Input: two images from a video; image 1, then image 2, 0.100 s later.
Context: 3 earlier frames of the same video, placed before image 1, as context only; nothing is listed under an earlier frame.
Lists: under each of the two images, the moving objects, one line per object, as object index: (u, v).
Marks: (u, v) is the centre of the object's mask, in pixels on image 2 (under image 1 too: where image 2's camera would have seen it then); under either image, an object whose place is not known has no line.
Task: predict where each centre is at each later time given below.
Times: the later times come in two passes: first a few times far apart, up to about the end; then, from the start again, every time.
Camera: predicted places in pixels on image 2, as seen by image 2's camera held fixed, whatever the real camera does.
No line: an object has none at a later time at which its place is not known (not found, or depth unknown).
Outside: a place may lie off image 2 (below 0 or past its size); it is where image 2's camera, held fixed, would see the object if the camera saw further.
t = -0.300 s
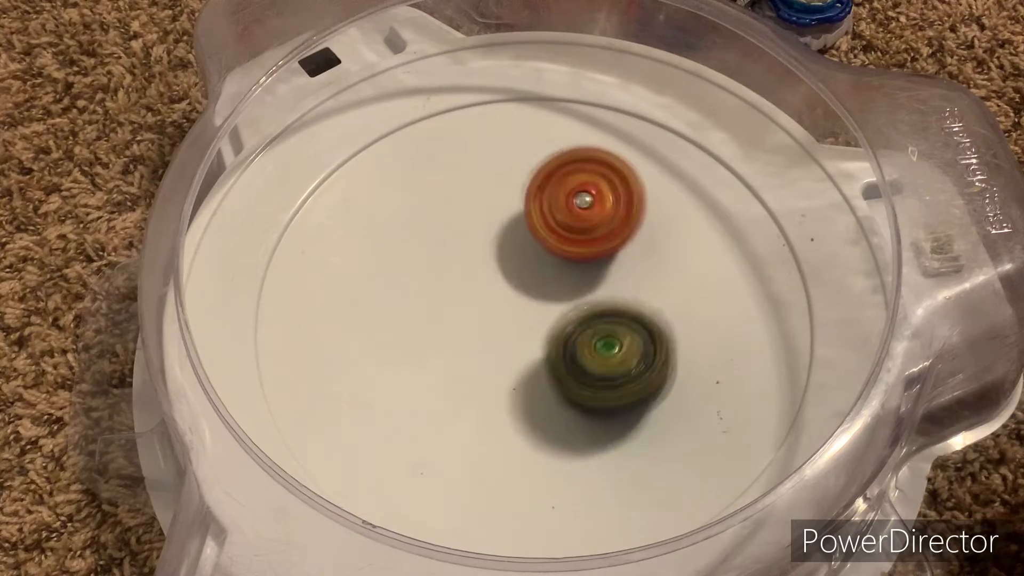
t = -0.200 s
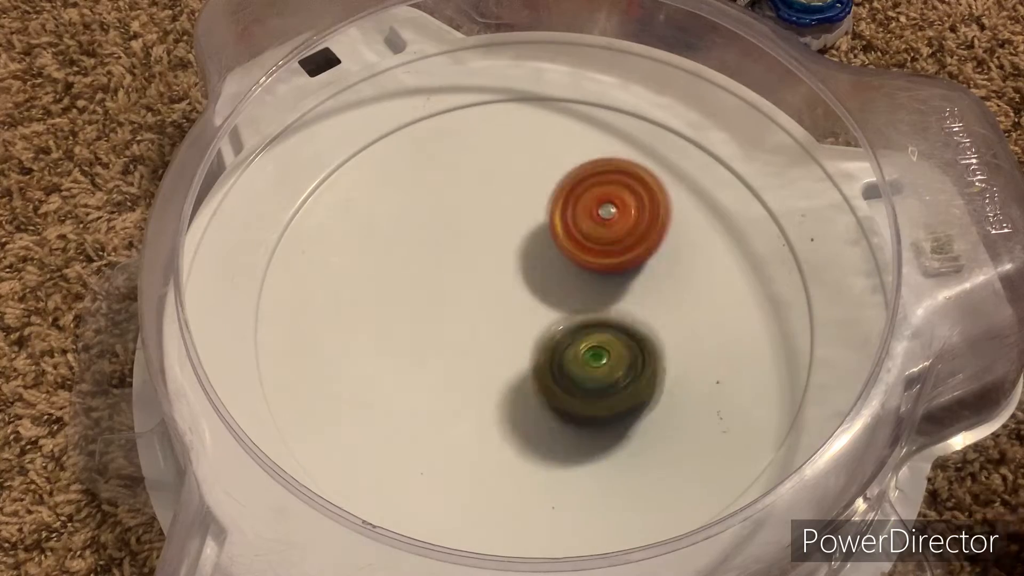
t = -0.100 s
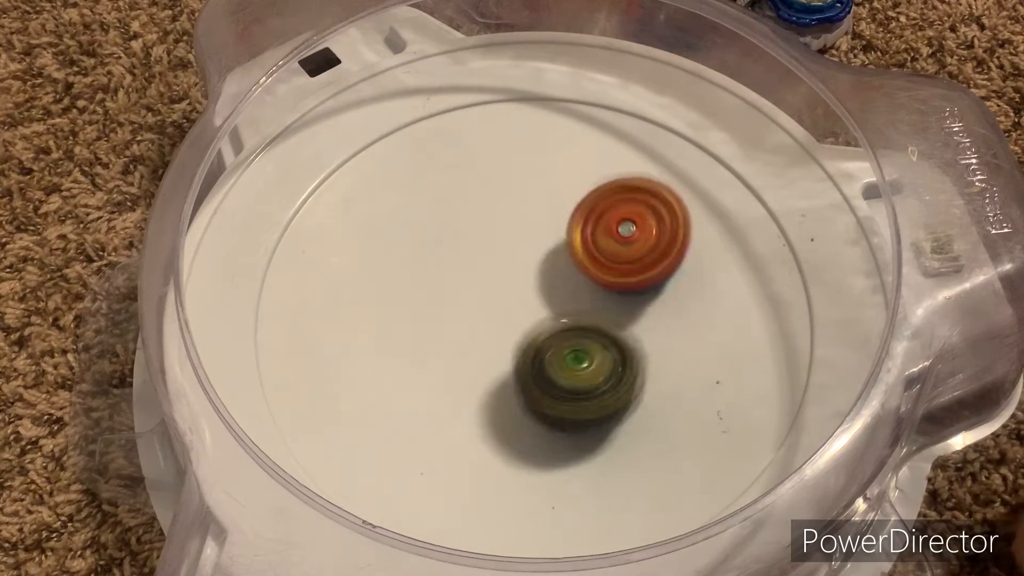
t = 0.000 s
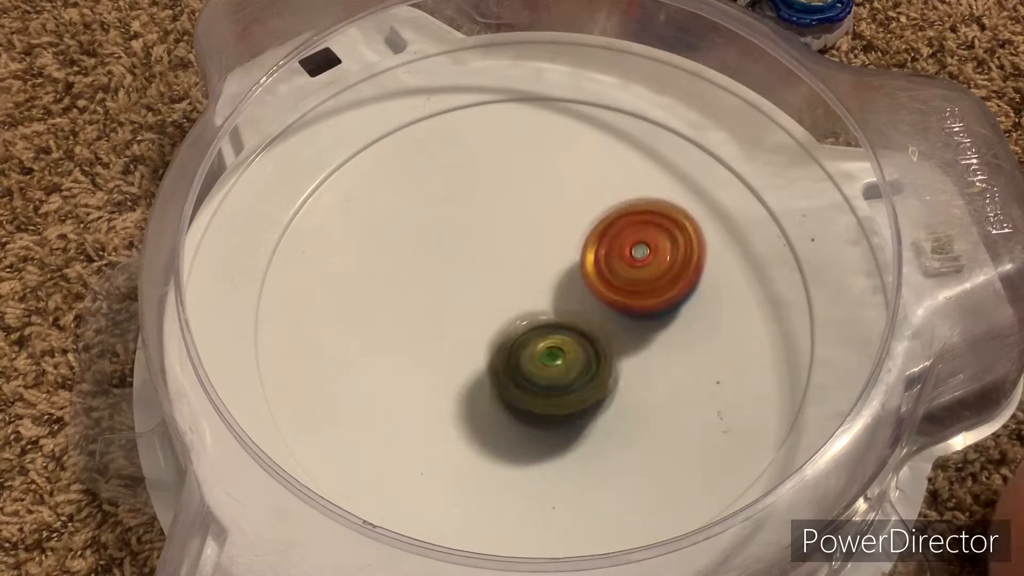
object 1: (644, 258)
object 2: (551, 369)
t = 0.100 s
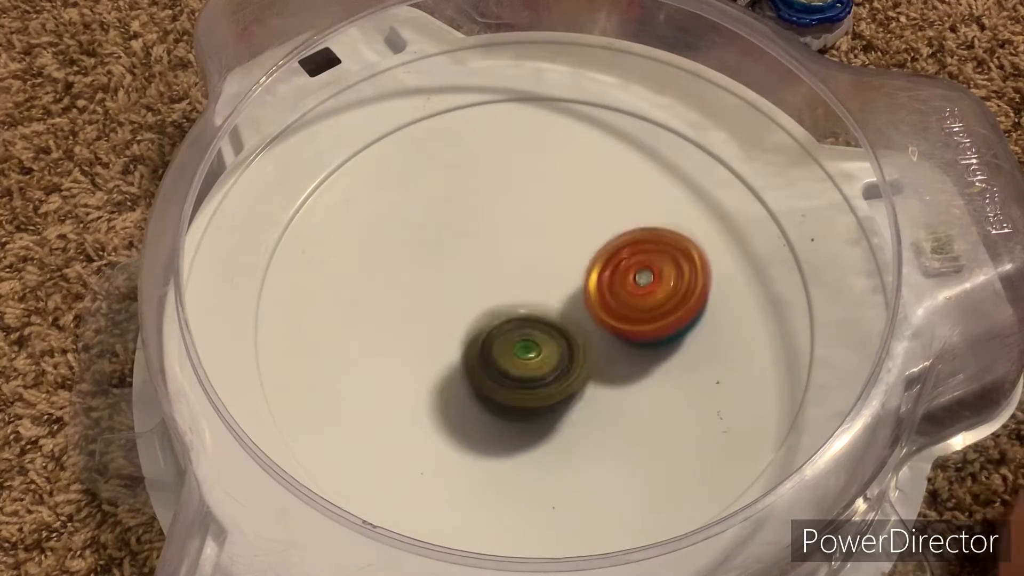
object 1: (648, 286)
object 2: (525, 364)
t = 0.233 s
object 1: (644, 325)
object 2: (493, 345)
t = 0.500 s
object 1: (589, 385)
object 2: (451, 300)
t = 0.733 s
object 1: (510, 393)
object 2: (456, 267)
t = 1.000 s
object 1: (438, 349)
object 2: (508, 243)
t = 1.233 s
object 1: (425, 288)
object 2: (564, 245)
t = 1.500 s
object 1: (471, 230)
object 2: (613, 270)
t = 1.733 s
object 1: (538, 213)
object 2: (619, 308)
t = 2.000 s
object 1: (615, 233)
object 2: (586, 356)
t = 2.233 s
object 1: (650, 284)
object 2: (530, 377)
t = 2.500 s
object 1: (627, 352)
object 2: (473, 353)
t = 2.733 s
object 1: (566, 389)
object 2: (443, 295)
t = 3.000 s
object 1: (479, 373)
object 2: (437, 216)
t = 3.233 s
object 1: (438, 315)
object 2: (487, 197)
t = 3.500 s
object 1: (451, 251)
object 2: (590, 221)
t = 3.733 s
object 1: (507, 223)
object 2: (657, 277)
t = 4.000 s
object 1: (587, 240)
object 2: (654, 360)
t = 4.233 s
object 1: (640, 266)
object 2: (559, 413)
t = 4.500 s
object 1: (641, 292)
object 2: (428, 415)
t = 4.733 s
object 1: (586, 320)
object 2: (384, 333)
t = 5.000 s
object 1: (553, 350)
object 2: (442, 239)
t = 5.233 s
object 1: (549, 356)
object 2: (540, 227)
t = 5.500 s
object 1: (482, 350)
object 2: (674, 287)
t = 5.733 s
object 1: (428, 333)
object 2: (722, 333)
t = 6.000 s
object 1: (445, 288)
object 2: (655, 342)
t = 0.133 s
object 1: (648, 296)
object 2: (516, 361)
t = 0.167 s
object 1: (647, 306)
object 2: (506, 356)
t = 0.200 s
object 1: (646, 316)
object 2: (500, 353)
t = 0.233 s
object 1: (644, 325)
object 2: (493, 345)
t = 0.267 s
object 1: (640, 335)
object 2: (484, 343)
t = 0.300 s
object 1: (635, 344)
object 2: (479, 336)
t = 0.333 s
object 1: (629, 353)
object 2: (472, 329)
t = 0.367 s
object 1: (623, 361)
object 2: (465, 326)
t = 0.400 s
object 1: (616, 369)
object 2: (462, 320)
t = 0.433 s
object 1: (608, 376)
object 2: (457, 312)
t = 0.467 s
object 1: (599, 381)
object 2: (453, 307)
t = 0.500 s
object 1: (589, 385)
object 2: (451, 300)
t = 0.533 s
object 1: (578, 389)
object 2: (449, 294)
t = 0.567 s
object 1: (567, 392)
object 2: (448, 291)
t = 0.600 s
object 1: (556, 394)
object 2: (447, 284)
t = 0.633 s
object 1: (544, 395)
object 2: (447, 281)
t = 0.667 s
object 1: (532, 396)
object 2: (450, 274)
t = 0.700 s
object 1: (522, 394)
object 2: (453, 268)
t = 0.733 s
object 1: (510, 393)
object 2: (456, 267)
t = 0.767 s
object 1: (498, 390)
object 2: (461, 261)
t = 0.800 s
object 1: (486, 387)
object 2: (467, 258)
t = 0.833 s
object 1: (475, 383)
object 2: (473, 255)
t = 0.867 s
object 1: (466, 377)
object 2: (479, 253)
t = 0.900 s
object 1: (458, 371)
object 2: (486, 252)
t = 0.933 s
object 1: (450, 365)
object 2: (492, 246)
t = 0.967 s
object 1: (443, 357)
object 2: (500, 245)
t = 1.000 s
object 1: (438, 349)
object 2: (508, 243)
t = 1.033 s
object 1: (432, 341)
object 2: (516, 243)
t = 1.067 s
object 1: (428, 332)
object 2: (524, 244)
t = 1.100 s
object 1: (426, 323)
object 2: (531, 242)
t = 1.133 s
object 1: (423, 314)
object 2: (540, 243)
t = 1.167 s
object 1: (422, 305)
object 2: (548, 244)
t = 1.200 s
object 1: (423, 297)
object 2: (556, 244)
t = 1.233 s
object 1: (425, 288)
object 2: (564, 245)
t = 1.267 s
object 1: (428, 279)
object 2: (571, 247)
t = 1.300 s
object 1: (433, 271)
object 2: (579, 250)
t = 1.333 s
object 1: (437, 263)
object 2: (586, 253)
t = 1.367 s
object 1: (442, 255)
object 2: (592, 254)
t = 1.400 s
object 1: (449, 248)
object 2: (598, 257)
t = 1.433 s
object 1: (456, 241)
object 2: (603, 261)
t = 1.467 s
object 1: (463, 236)
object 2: (609, 267)
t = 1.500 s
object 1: (471, 230)
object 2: (613, 270)
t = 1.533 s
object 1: (480, 226)
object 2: (615, 276)
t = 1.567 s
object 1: (489, 222)
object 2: (617, 279)
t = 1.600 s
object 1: (498, 218)
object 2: (619, 287)
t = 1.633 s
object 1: (507, 215)
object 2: (620, 291)
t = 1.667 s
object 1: (517, 214)
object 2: (621, 297)
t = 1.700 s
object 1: (528, 213)
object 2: (620, 304)
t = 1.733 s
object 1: (538, 213)
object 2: (619, 308)
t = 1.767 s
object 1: (548, 214)
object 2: (617, 314)
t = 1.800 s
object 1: (558, 215)
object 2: (616, 319)
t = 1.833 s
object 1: (569, 217)
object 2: (611, 324)
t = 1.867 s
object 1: (579, 219)
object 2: (608, 328)
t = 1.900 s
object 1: (588, 222)
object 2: (603, 335)
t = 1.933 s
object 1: (597, 225)
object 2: (598, 339)
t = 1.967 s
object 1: (607, 228)
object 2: (591, 348)
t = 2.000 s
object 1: (615, 233)
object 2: (586, 356)
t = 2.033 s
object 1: (623, 239)
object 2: (579, 361)
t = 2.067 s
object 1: (630, 245)
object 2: (572, 367)
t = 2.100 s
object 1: (637, 252)
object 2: (563, 369)
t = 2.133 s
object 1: (641, 259)
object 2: (554, 374)
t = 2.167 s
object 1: (645, 267)
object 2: (547, 375)
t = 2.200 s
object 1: (648, 276)
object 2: (538, 378)
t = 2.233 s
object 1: (650, 284)
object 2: (530, 377)
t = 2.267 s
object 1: (651, 293)
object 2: (520, 377)
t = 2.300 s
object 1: (650, 302)
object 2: (513, 376)
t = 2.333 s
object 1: (649, 311)
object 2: (503, 375)
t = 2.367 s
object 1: (647, 320)
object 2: (497, 372)
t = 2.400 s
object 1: (643, 329)
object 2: (487, 369)
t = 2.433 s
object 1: (639, 338)
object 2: (484, 364)
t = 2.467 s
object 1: (634, 345)
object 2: (476, 359)
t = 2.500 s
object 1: (627, 352)
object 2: (473, 353)
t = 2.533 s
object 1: (619, 359)
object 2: (467, 348)
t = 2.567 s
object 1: (611, 365)
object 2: (464, 340)
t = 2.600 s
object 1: (602, 370)
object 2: (461, 334)
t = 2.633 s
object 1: (591, 375)
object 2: (459, 326)
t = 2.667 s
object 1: (580, 379)
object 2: (457, 319)
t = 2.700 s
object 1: (576, 385)
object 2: (449, 305)
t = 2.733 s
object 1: (566, 389)
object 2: (443, 295)
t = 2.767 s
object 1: (554, 391)
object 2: (438, 283)
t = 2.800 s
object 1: (544, 391)
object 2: (435, 271)
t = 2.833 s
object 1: (532, 391)
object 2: (432, 261)
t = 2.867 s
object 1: (520, 390)
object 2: (430, 250)
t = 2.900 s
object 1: (511, 387)
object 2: (430, 241)
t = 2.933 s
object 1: (499, 383)
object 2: (431, 232)
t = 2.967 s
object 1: (488, 378)
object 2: (434, 224)
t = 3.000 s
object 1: (479, 373)
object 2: (437, 216)
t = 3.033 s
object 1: (470, 366)
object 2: (442, 213)
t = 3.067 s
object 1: (463, 359)
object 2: (447, 206)
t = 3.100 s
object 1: (456, 351)
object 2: (453, 203)
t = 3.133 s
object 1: (449, 342)
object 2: (460, 198)
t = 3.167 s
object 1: (445, 334)
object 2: (468, 197)
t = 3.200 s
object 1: (441, 324)
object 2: (477, 197)
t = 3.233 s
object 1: (438, 315)
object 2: (487, 197)
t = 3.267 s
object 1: (437, 306)
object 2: (496, 199)
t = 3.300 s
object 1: (437, 296)
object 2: (507, 203)
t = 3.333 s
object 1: (435, 290)
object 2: (523, 205)
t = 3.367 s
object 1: (435, 282)
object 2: (536, 207)
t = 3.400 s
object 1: (437, 273)
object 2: (550, 209)
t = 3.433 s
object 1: (440, 265)
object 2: (564, 212)
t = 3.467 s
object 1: (445, 257)
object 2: (577, 215)
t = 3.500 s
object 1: (451, 251)
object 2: (590, 221)
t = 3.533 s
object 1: (457, 245)
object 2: (602, 226)
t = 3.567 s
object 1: (464, 239)
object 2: (614, 233)
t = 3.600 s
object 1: (471, 234)
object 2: (625, 240)
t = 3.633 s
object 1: (480, 230)
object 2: (635, 248)
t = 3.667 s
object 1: (489, 227)
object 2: (643, 256)
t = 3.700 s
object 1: (497, 224)
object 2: (652, 265)
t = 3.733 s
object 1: (507, 223)
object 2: (657, 277)
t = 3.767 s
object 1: (517, 222)
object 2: (662, 286)
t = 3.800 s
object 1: (528, 222)
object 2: (666, 297)
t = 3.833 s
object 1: (537, 224)
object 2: (666, 308)
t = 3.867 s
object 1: (548, 226)
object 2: (669, 318)
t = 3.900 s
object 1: (558, 228)
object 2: (667, 329)
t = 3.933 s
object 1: (568, 232)
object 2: (663, 339)
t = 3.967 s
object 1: (578, 235)
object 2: (661, 348)
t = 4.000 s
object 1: (587, 240)
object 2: (654, 360)
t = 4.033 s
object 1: (595, 245)
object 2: (645, 367)
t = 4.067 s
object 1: (603, 251)
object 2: (639, 375)
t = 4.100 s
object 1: (611, 258)
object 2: (626, 383)
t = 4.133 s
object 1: (617, 265)
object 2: (615, 387)
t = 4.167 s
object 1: (622, 273)
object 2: (603, 393)
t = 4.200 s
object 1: (631, 272)
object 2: (578, 403)
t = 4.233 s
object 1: (640, 266)
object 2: (559, 413)
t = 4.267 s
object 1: (647, 266)
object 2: (544, 421)
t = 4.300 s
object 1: (650, 269)
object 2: (526, 428)
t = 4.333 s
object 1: (651, 271)
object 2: (510, 431)
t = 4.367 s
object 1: (652, 275)
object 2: (493, 429)
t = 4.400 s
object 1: (650, 279)
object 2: (473, 430)
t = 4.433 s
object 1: (649, 282)
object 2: (456, 424)
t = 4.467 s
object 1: (645, 288)
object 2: (444, 420)
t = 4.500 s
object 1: (641, 292)
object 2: (428, 415)
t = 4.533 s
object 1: (636, 297)
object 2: (414, 405)
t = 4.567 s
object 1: (629, 301)
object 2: (406, 394)
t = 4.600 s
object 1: (623, 306)
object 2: (396, 385)
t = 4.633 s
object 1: (614, 310)
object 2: (388, 371)
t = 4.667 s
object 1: (606, 314)
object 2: (387, 358)
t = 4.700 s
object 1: (595, 317)
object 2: (384, 345)
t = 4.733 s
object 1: (586, 320)
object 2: (384, 333)
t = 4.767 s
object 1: (575, 322)
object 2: (388, 320)
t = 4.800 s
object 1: (565, 323)
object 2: (392, 307)
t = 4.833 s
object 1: (553, 325)
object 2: (399, 294)
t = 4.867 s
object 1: (543, 325)
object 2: (407, 282)
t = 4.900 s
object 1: (532, 325)
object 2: (417, 271)
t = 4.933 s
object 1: (534, 333)
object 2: (422, 258)
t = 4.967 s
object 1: (544, 343)
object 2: (429, 246)
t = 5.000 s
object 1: (553, 350)
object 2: (442, 239)
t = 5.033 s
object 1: (557, 354)
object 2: (456, 234)
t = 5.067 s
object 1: (557, 356)
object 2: (466, 229)
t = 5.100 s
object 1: (556, 357)
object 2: (482, 225)
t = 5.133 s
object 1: (555, 358)
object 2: (496, 223)
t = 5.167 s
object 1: (553, 358)
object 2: (511, 224)
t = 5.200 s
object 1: (551, 357)
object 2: (525, 223)
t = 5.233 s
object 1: (549, 356)
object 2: (540, 227)
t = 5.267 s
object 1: (547, 353)
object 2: (552, 233)
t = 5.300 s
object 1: (545, 351)
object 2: (566, 237)
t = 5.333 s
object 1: (542, 347)
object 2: (579, 243)
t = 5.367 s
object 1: (540, 343)
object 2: (593, 250)
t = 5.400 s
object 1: (532, 343)
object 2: (604, 261)
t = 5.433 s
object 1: (517, 344)
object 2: (621, 270)
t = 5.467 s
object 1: (498, 348)
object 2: (648, 279)
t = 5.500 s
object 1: (482, 350)
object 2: (674, 287)
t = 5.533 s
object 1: (471, 350)
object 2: (693, 299)
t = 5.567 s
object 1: (462, 349)
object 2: (701, 309)
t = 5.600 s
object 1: (454, 348)
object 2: (707, 316)
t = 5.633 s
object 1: (445, 345)
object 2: (713, 321)
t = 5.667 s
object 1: (438, 341)
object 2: (717, 323)
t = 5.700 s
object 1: (433, 338)
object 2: (720, 326)
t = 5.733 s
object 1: (428, 333)
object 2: (722, 333)
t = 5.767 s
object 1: (424, 327)
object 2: (721, 341)
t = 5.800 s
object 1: (424, 322)
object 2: (715, 348)
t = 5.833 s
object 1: (424, 316)
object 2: (708, 351)
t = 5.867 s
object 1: (425, 311)
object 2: (700, 354)
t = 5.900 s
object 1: (428, 304)
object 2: (690, 356)
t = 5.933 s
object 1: (432, 299)
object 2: (680, 356)
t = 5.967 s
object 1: (438, 294)
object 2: (668, 353)
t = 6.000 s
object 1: (445, 288)
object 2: (655, 342)
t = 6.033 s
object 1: (453, 284)
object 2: (637, 340)
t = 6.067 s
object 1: (461, 280)
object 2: (616, 339)
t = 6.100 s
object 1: (470, 277)
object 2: (590, 342)
